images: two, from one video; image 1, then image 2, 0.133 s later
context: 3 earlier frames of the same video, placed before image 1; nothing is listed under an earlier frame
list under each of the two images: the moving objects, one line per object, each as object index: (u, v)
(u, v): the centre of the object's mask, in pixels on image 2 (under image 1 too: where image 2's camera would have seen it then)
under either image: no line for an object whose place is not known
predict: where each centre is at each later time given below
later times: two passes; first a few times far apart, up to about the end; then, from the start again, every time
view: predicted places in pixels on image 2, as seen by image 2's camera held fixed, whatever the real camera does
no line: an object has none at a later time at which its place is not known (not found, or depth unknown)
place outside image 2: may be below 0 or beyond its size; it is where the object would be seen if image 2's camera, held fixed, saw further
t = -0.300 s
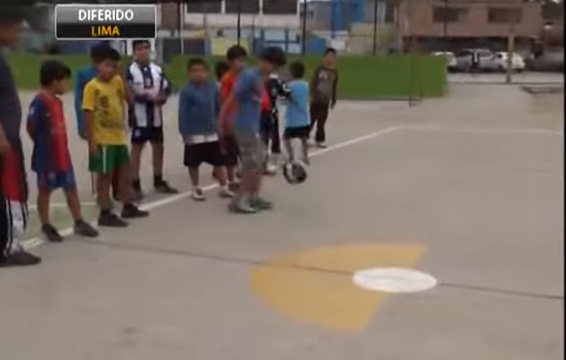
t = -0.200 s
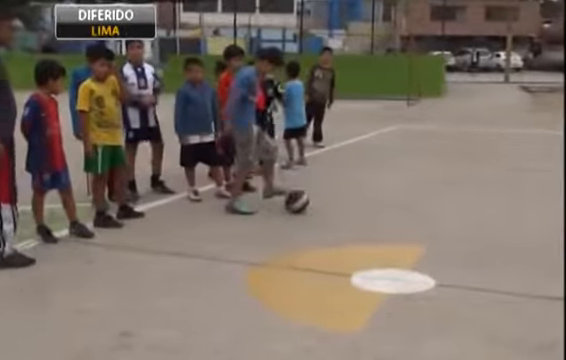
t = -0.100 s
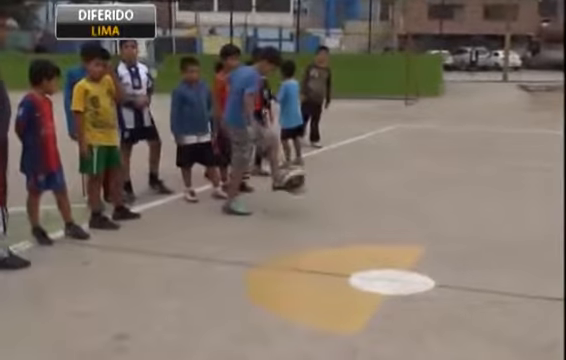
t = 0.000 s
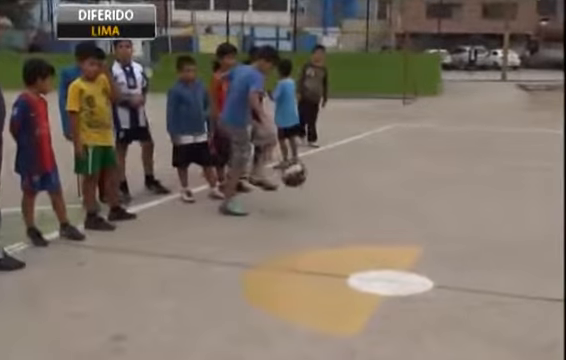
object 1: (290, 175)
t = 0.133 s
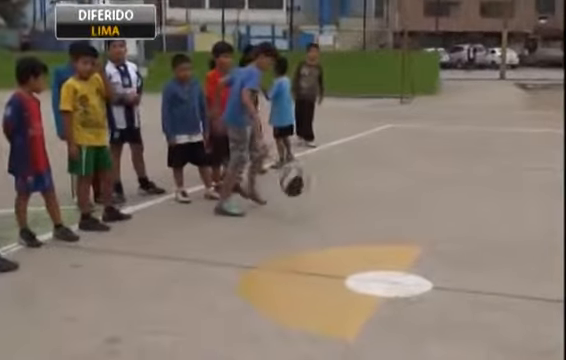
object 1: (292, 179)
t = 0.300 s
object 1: (298, 226)
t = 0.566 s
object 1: (302, 205)
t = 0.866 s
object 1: (307, 221)
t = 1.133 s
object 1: (312, 238)
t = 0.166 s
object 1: (296, 189)
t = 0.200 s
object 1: (296, 196)
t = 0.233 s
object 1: (296, 204)
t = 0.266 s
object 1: (295, 214)
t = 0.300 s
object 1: (298, 226)
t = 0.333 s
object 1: (299, 218)
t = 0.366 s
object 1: (300, 210)
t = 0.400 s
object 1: (300, 207)
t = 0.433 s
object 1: (301, 203)
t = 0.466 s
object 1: (301, 201)
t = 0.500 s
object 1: (301, 201)
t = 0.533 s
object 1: (301, 202)
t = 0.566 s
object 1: (302, 205)
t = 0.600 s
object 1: (303, 209)
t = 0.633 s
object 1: (303, 216)
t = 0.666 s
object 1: (303, 224)
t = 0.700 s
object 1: (304, 235)
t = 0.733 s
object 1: (304, 235)
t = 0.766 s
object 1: (307, 228)
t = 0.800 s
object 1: (306, 224)
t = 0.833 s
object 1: (307, 221)
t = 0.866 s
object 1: (307, 221)
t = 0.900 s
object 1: (309, 222)
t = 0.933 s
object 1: (309, 225)
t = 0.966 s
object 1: (309, 230)
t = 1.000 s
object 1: (310, 236)
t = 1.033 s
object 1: (312, 244)
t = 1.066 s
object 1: (312, 245)
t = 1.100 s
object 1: (312, 240)
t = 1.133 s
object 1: (312, 238)
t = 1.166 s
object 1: (313, 237)
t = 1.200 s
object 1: (313, 237)
